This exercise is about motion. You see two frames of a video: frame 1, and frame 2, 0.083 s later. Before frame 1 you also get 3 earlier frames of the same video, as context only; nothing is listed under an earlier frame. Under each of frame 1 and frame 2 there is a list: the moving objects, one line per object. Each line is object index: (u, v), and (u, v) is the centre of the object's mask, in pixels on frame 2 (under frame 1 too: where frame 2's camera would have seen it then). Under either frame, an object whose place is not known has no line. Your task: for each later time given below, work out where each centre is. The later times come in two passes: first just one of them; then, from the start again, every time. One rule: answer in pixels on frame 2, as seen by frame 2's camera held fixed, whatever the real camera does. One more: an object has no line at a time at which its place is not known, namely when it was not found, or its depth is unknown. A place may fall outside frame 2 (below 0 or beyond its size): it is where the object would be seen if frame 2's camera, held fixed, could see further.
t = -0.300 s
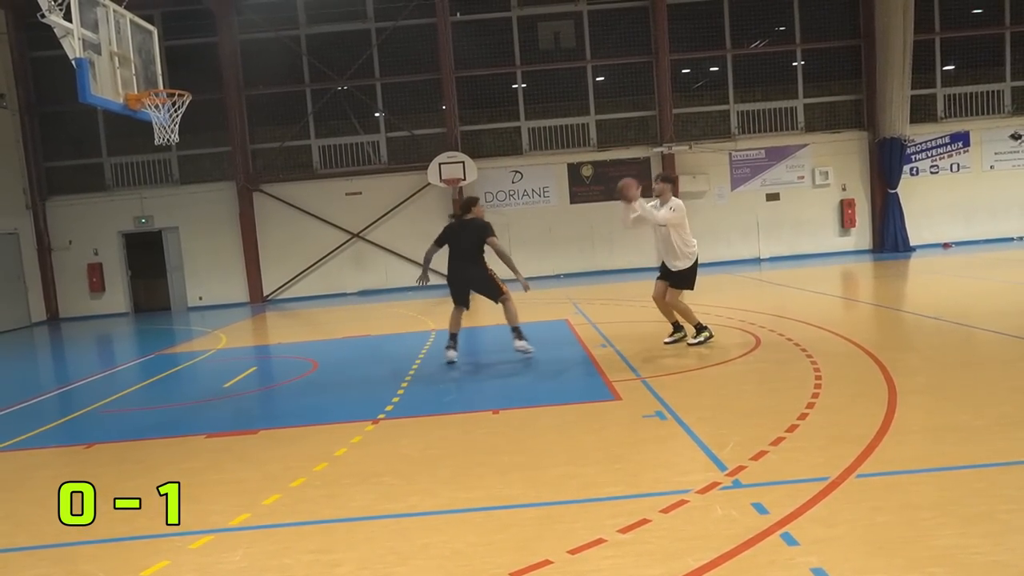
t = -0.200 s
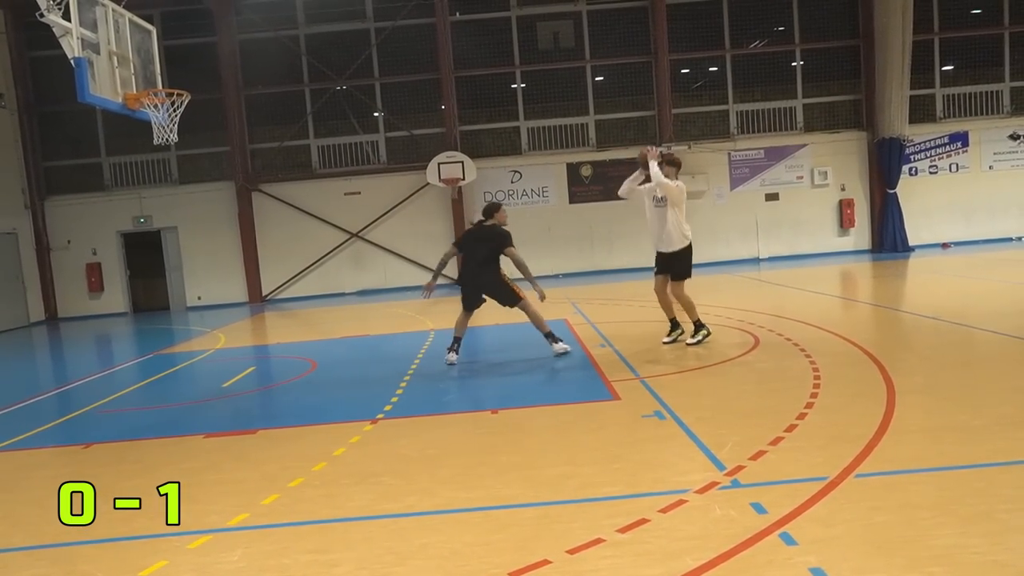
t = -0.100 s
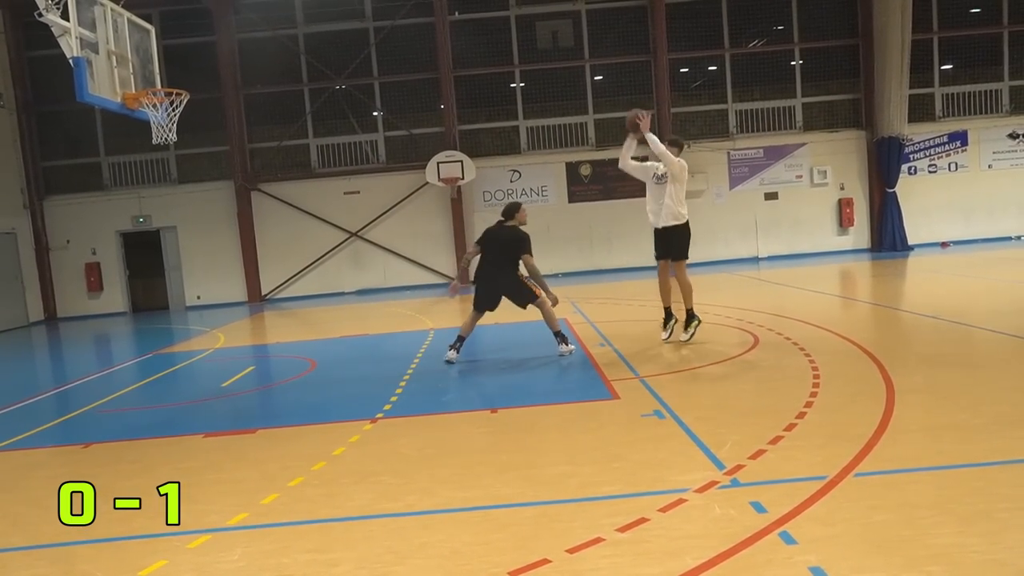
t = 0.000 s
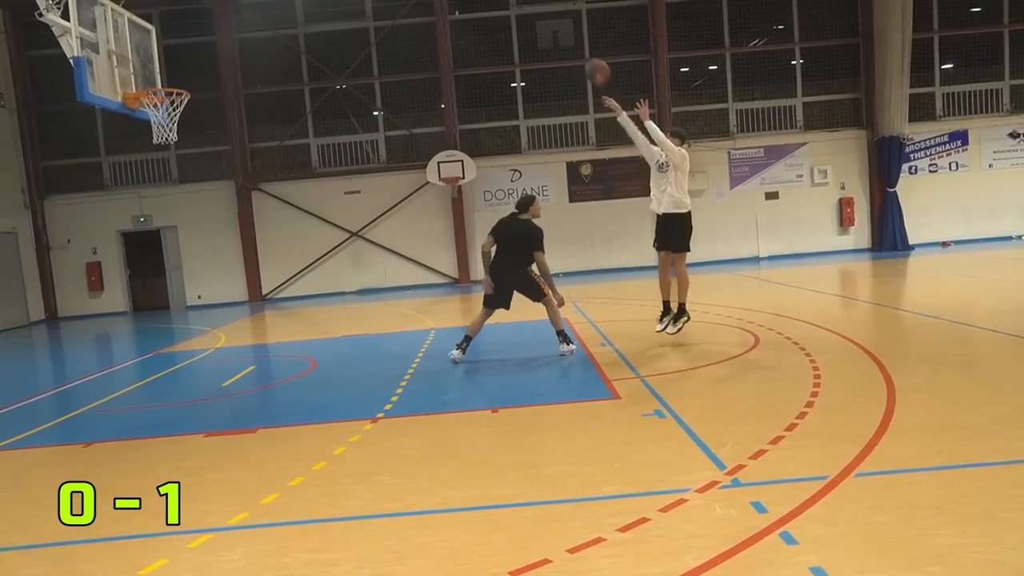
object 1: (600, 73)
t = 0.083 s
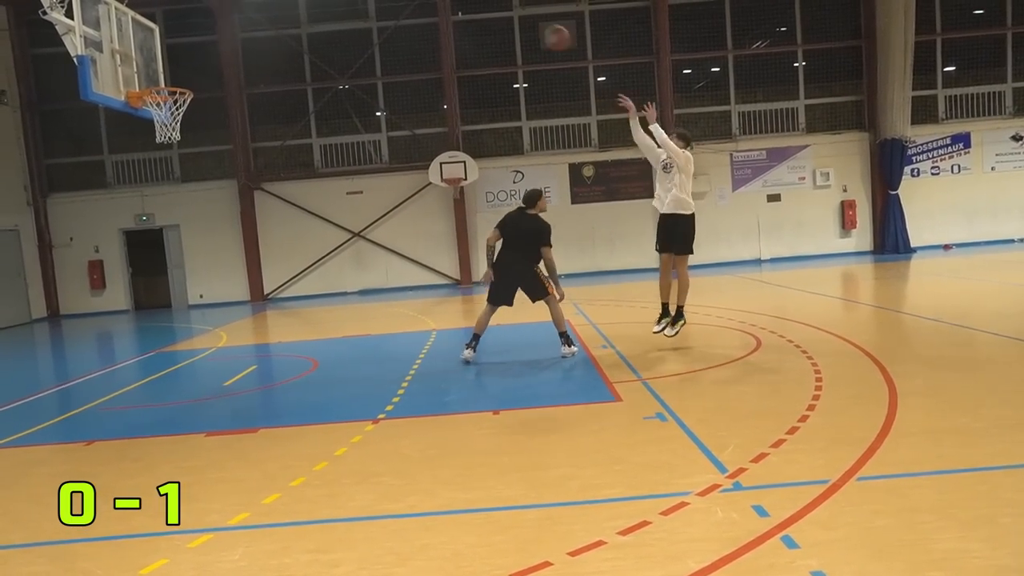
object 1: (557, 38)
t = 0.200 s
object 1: (498, 0)
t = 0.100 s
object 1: (549, 32)
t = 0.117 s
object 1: (540, 26)
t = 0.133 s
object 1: (531, 20)
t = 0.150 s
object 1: (523, 14)
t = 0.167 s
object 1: (515, 9)
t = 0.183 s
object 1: (507, 4)
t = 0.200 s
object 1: (498, 0)
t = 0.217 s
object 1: (489, -5)
